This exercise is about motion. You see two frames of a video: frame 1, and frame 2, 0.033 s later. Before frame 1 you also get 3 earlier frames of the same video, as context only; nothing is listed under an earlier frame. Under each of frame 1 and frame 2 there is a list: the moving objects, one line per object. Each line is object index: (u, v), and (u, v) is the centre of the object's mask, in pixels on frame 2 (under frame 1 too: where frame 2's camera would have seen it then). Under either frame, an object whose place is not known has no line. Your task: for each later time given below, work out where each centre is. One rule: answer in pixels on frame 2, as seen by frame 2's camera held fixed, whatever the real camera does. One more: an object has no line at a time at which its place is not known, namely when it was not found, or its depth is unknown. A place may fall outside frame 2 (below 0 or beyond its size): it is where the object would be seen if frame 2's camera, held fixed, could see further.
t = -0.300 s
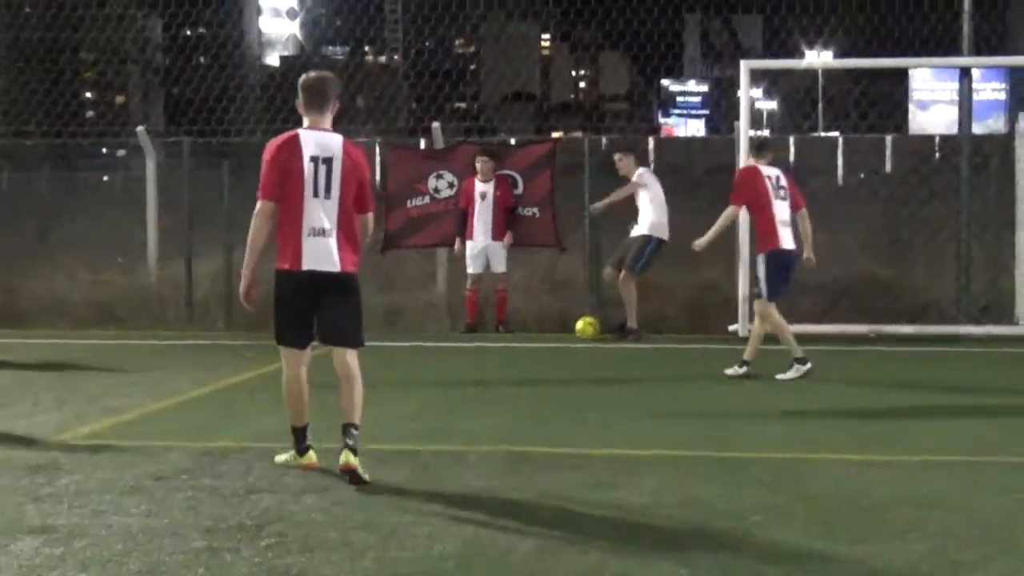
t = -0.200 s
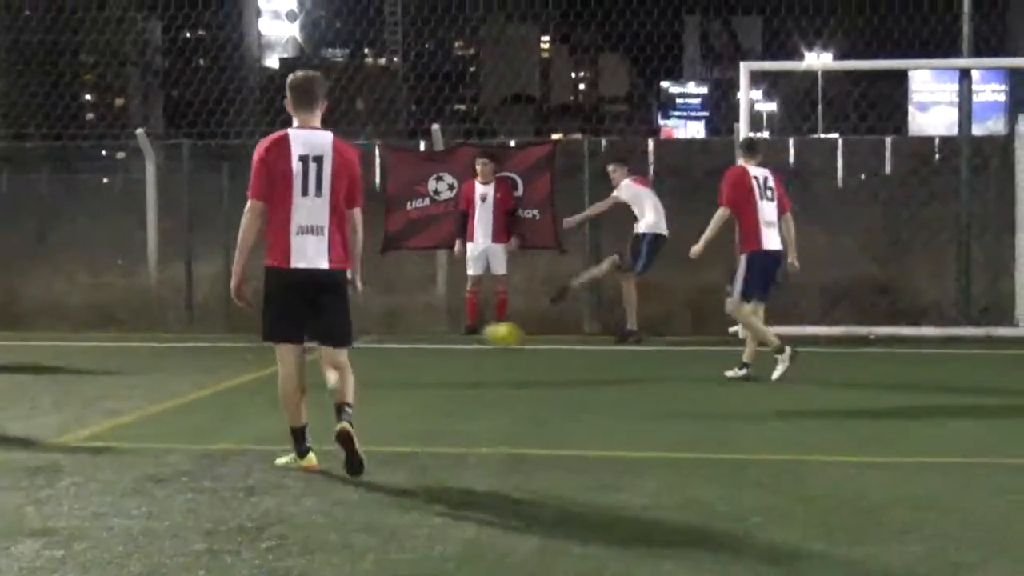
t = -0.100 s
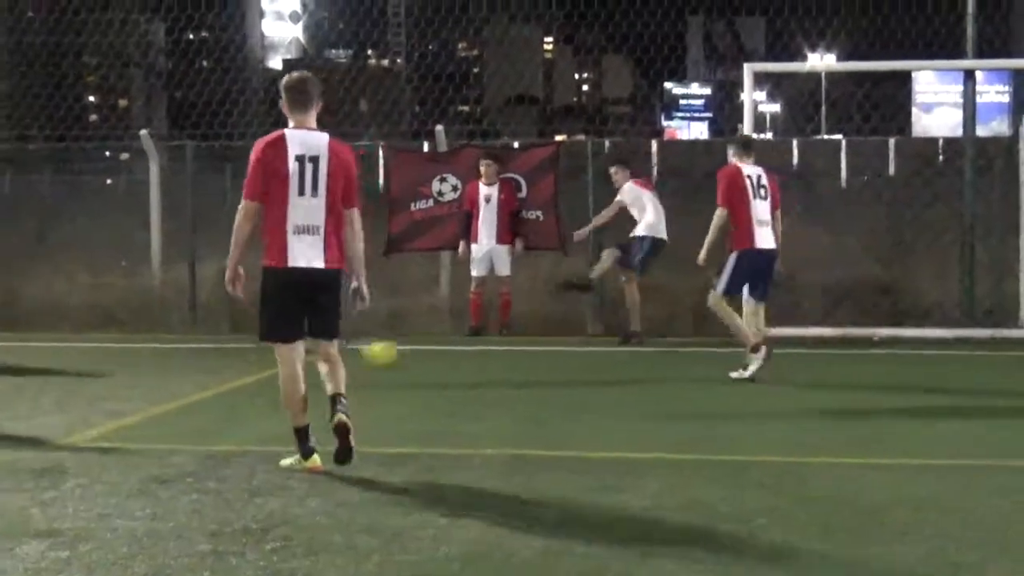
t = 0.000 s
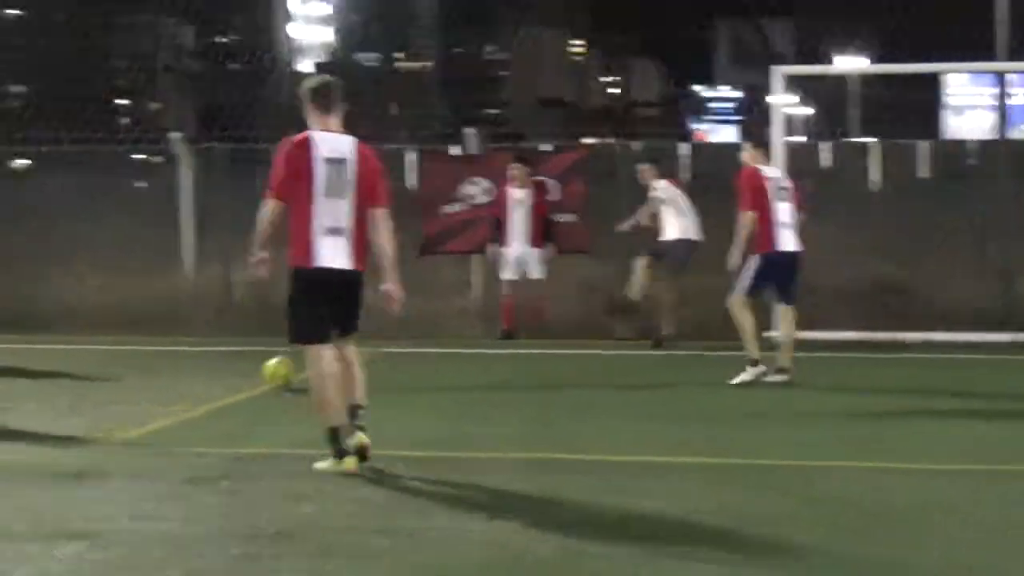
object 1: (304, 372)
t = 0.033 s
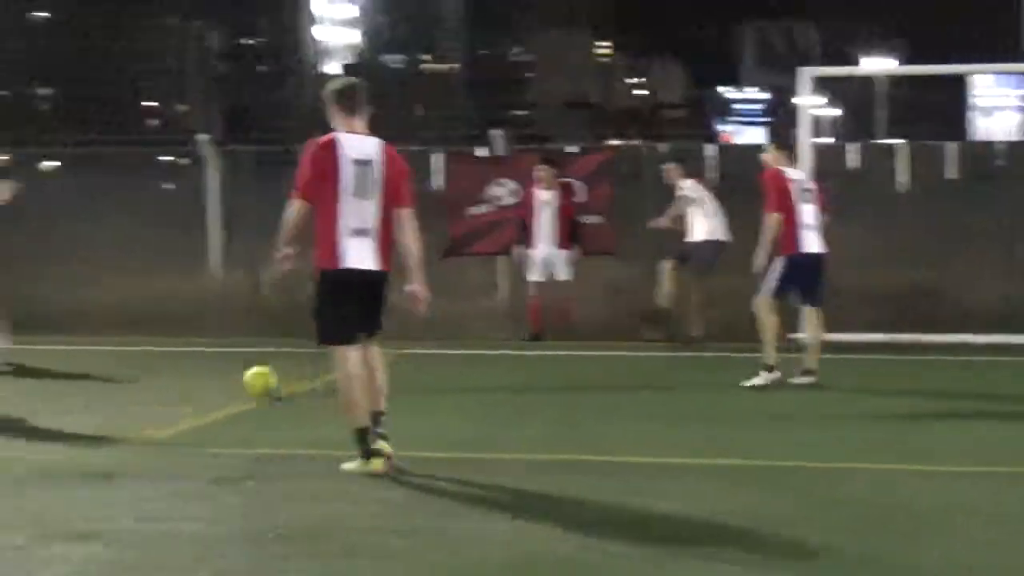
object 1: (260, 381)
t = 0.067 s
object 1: (214, 385)
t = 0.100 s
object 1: (165, 390)
